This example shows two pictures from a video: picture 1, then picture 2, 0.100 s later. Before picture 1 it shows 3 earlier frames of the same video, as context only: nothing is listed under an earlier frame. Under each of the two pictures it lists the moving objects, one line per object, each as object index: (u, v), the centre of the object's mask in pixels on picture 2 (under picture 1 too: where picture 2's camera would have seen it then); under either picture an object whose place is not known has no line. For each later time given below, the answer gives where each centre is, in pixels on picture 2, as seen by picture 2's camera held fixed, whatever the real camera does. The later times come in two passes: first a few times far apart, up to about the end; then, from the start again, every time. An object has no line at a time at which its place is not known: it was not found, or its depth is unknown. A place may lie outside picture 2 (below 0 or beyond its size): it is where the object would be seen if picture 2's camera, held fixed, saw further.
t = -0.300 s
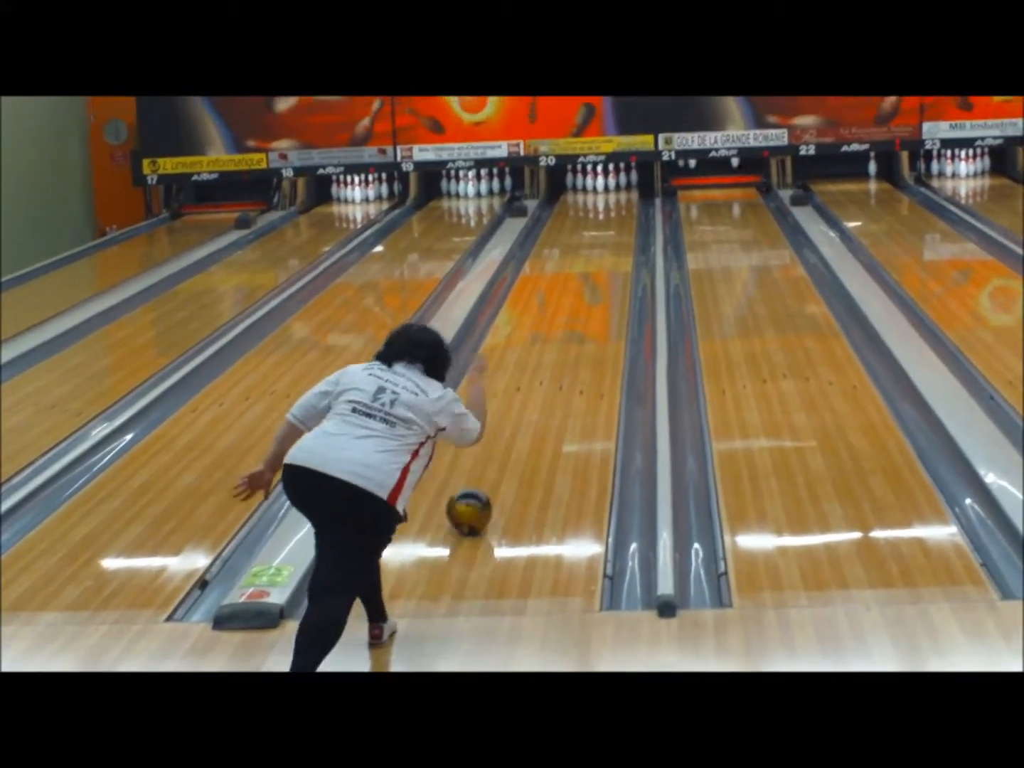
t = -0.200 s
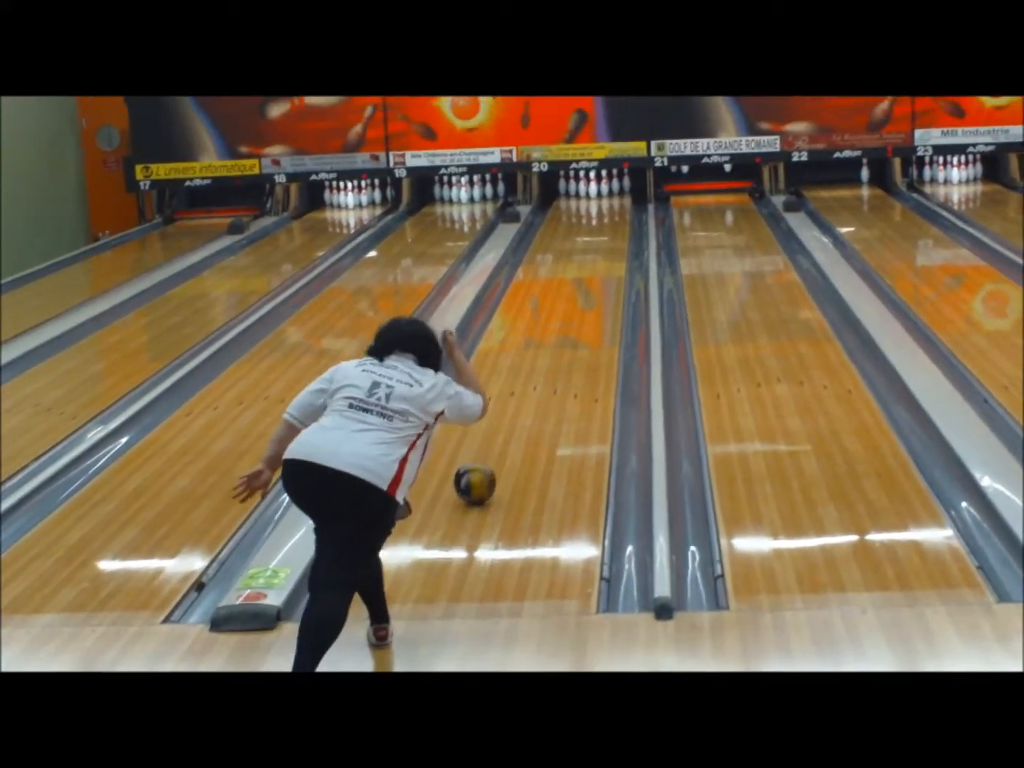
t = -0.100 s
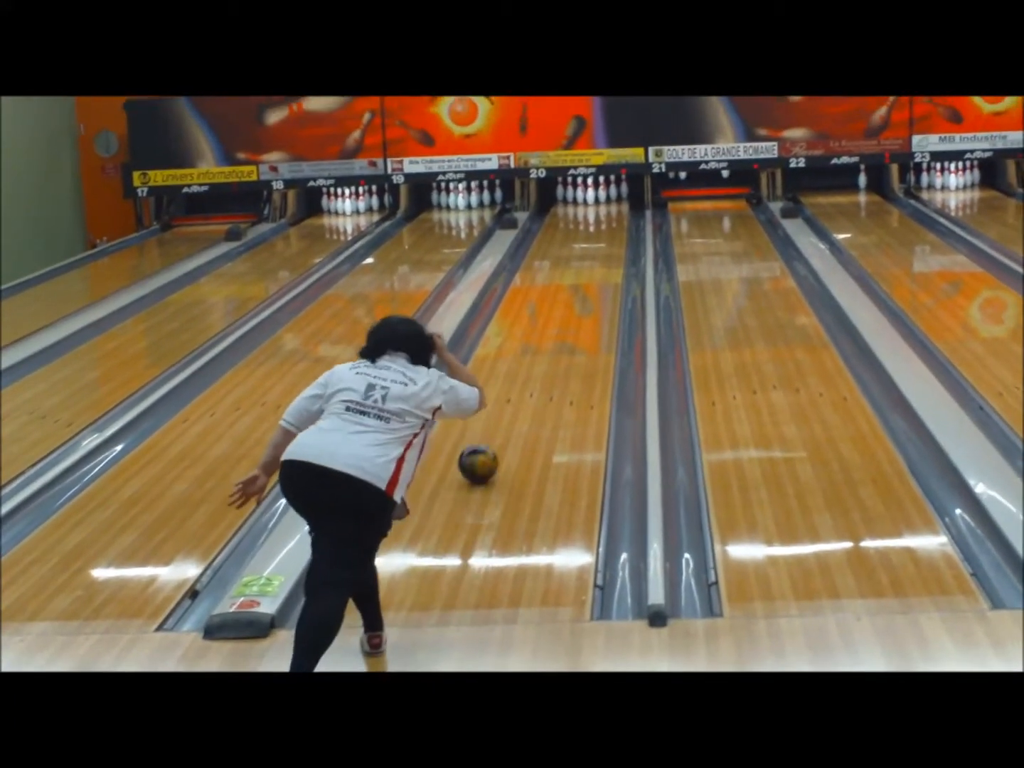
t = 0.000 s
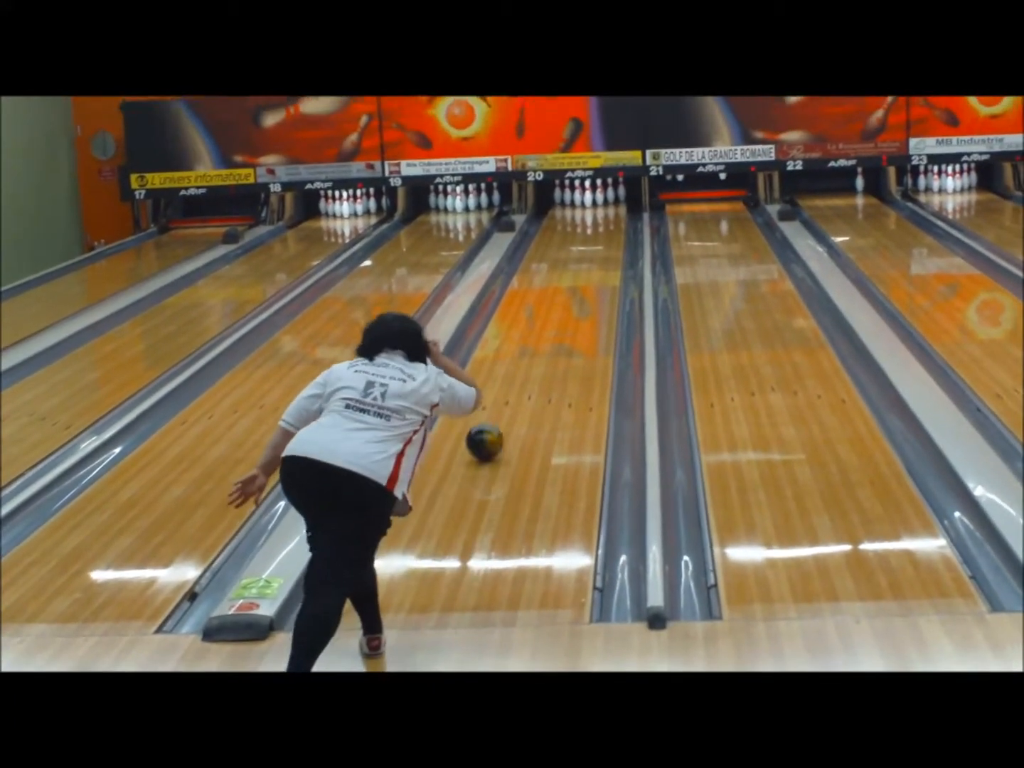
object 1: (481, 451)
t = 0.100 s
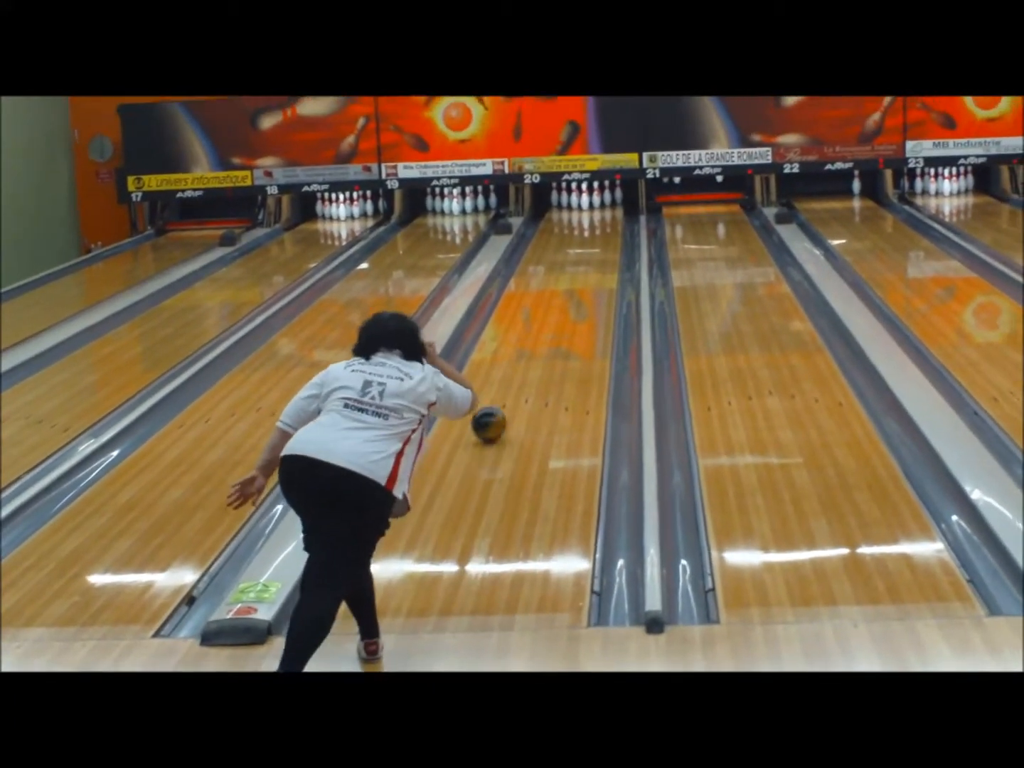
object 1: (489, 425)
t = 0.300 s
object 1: (501, 388)
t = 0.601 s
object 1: (516, 344)
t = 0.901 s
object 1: (526, 311)
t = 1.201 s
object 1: (536, 285)
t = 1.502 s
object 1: (544, 262)
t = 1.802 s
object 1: (552, 245)
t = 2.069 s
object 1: (559, 232)
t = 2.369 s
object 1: (569, 219)
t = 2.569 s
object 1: (575, 213)
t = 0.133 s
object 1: (492, 418)
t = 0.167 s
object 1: (494, 411)
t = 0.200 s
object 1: (495, 405)
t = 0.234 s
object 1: (497, 399)
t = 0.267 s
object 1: (499, 393)
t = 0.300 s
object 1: (501, 388)
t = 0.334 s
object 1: (502, 382)
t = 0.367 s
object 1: (504, 377)
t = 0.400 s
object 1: (506, 372)
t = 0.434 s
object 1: (508, 367)
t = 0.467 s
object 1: (510, 362)
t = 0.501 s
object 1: (511, 357)
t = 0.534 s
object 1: (513, 353)
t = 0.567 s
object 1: (514, 348)
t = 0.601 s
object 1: (516, 344)
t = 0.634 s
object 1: (518, 340)
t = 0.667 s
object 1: (518, 336)
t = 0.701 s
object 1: (519, 332)
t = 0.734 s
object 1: (521, 329)
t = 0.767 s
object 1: (522, 326)
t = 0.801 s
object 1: (524, 321)
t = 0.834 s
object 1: (525, 317)
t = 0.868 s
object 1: (526, 314)
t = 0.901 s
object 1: (526, 311)
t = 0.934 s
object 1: (528, 307)
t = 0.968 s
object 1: (529, 303)
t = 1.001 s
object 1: (530, 301)
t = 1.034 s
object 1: (531, 298)
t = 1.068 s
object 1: (533, 295)
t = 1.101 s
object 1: (534, 292)
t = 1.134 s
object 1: (534, 290)
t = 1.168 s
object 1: (535, 287)
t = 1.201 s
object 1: (536, 285)
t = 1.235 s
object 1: (537, 282)
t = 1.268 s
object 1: (538, 279)
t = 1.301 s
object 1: (539, 277)
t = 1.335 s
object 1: (540, 274)
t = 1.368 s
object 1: (541, 273)
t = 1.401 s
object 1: (541, 270)
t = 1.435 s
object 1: (542, 267)
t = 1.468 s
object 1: (543, 264)
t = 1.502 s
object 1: (544, 262)
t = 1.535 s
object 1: (545, 260)
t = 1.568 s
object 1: (546, 259)
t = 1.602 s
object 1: (546, 258)
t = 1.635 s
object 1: (547, 254)
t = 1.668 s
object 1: (548, 252)
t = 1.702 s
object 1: (548, 250)
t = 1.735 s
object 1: (549, 248)
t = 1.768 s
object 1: (550, 247)
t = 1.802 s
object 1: (552, 245)
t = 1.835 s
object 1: (553, 243)
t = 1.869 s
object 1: (554, 241)
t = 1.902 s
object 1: (554, 242)
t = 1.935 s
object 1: (555, 238)
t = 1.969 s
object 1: (555, 237)
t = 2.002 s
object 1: (557, 234)
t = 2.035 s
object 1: (559, 233)
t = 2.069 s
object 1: (559, 232)
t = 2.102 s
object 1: (561, 230)
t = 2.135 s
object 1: (562, 229)
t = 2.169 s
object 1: (562, 227)
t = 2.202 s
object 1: (562, 225)
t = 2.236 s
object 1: (564, 225)
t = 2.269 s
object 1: (566, 223)
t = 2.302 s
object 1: (566, 222)
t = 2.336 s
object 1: (568, 221)
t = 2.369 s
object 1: (569, 219)
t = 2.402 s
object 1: (570, 218)
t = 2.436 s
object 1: (572, 217)
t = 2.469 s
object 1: (571, 216)
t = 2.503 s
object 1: (573, 215)
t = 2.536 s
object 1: (575, 214)
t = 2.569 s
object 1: (575, 213)
